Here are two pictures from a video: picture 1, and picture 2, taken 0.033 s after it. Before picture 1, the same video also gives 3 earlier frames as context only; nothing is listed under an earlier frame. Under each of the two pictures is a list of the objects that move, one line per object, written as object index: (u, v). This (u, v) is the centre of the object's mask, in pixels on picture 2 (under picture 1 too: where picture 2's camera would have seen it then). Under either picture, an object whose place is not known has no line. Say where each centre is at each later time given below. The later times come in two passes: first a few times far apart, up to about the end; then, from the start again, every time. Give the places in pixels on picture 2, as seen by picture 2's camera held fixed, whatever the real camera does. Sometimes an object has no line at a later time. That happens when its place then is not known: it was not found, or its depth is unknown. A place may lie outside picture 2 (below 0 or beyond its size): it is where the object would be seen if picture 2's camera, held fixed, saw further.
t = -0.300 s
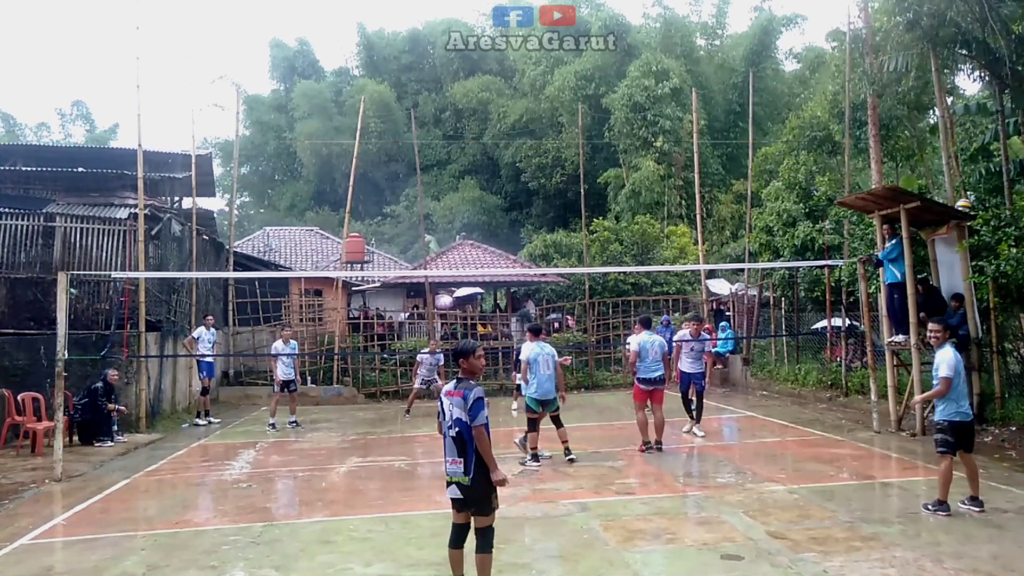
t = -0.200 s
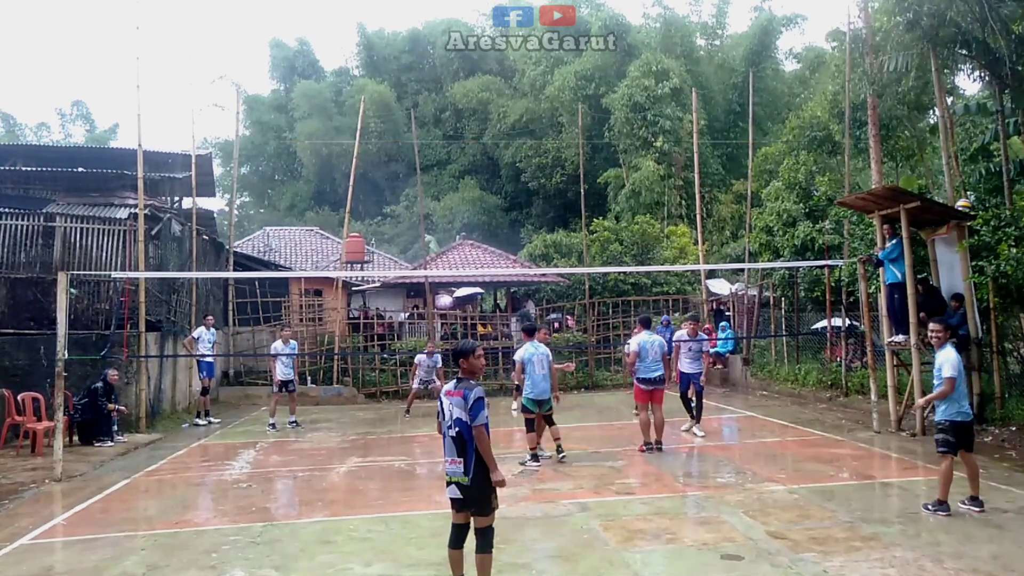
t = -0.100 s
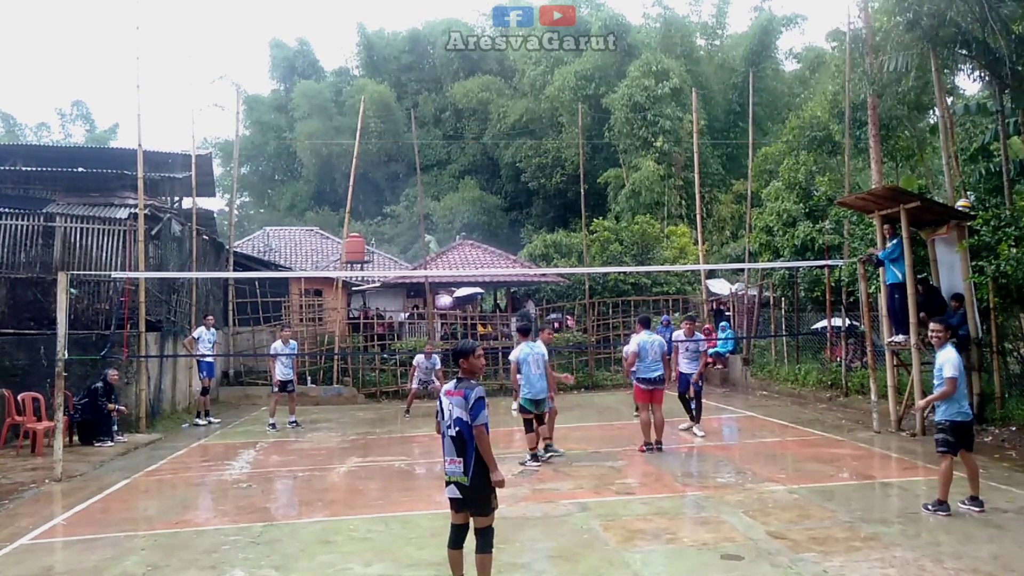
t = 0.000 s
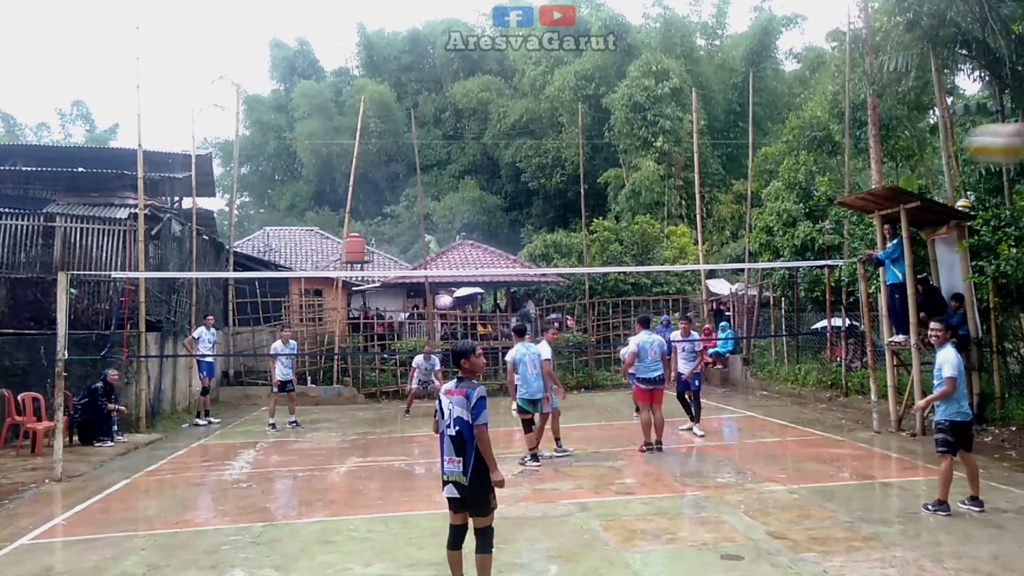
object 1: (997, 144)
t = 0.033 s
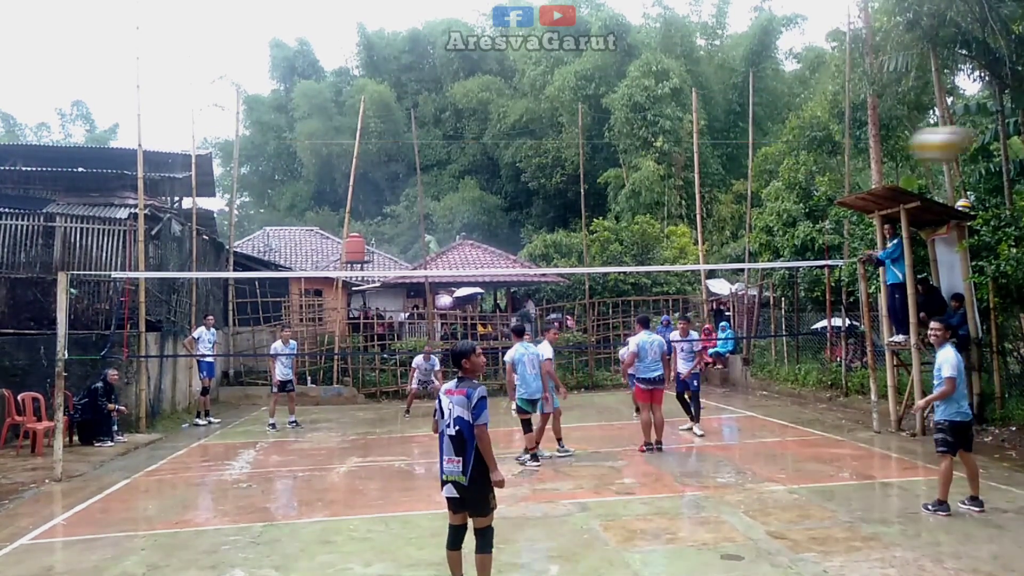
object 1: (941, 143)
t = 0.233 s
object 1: (741, 172)
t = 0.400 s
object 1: (664, 211)
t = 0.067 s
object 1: (895, 146)
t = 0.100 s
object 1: (850, 151)
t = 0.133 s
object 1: (818, 155)
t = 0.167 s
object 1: (787, 158)
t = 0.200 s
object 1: (764, 165)
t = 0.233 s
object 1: (741, 172)
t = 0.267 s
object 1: (722, 179)
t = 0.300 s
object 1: (704, 186)
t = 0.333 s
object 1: (689, 194)
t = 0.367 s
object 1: (676, 202)
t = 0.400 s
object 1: (664, 211)
